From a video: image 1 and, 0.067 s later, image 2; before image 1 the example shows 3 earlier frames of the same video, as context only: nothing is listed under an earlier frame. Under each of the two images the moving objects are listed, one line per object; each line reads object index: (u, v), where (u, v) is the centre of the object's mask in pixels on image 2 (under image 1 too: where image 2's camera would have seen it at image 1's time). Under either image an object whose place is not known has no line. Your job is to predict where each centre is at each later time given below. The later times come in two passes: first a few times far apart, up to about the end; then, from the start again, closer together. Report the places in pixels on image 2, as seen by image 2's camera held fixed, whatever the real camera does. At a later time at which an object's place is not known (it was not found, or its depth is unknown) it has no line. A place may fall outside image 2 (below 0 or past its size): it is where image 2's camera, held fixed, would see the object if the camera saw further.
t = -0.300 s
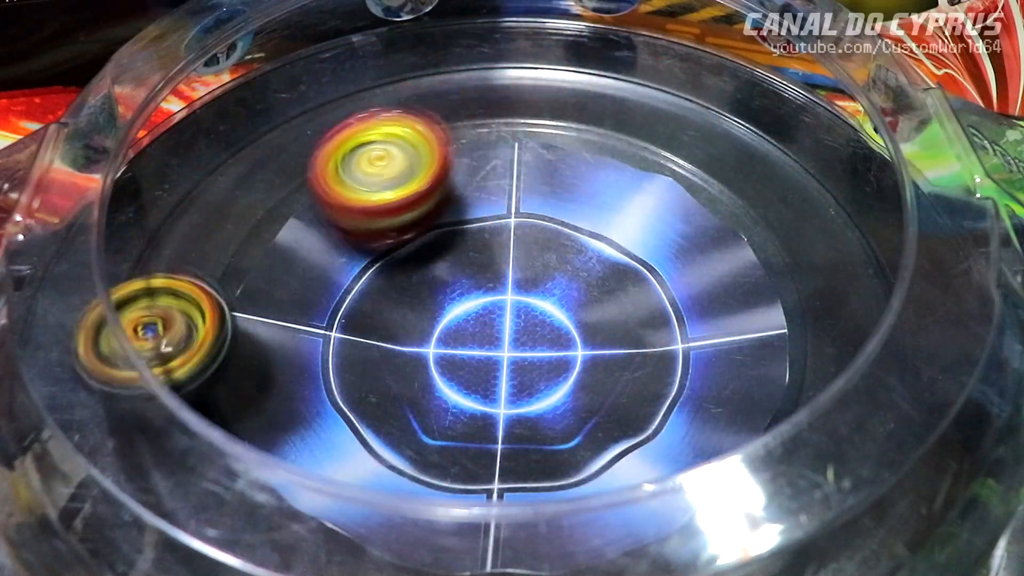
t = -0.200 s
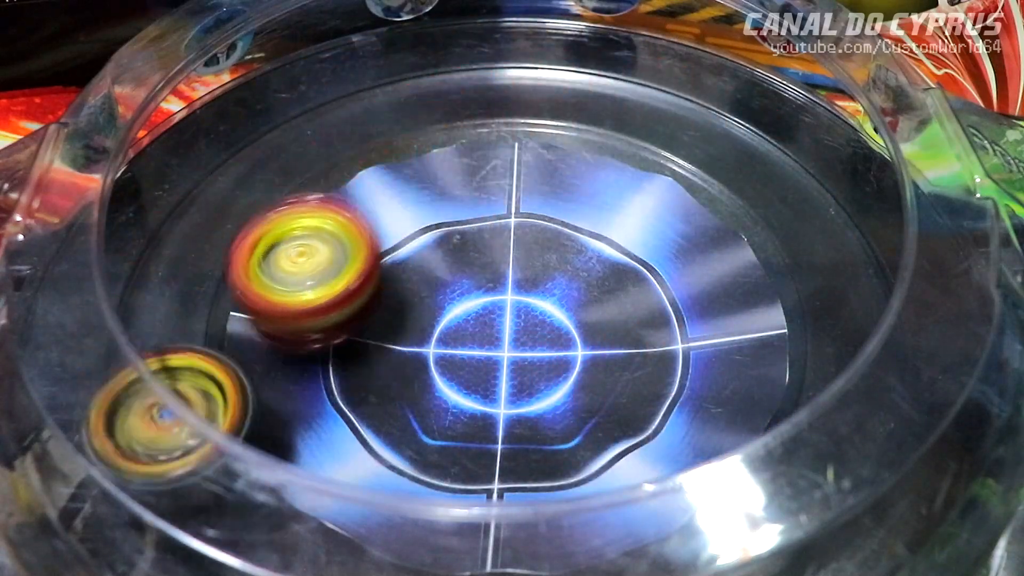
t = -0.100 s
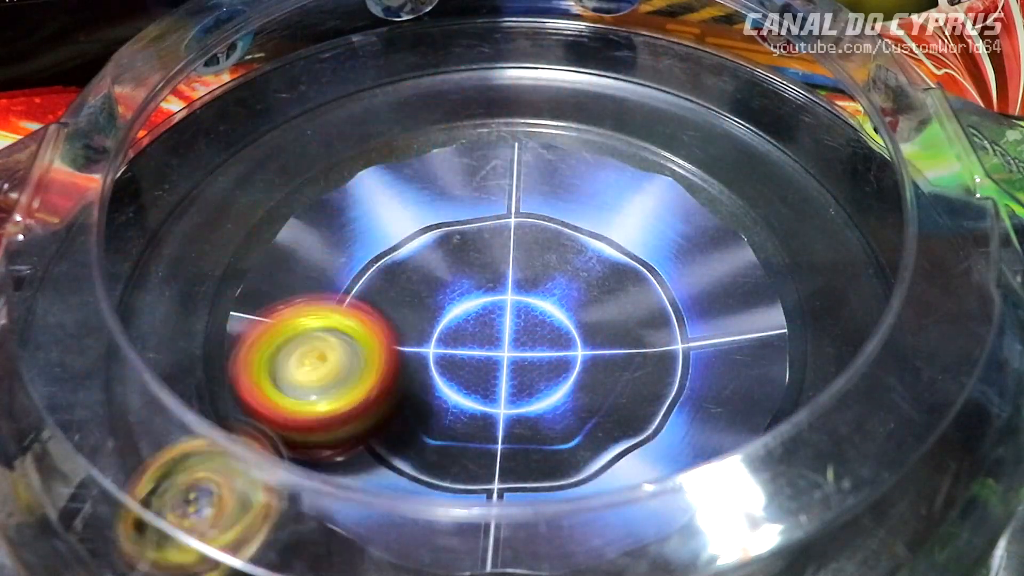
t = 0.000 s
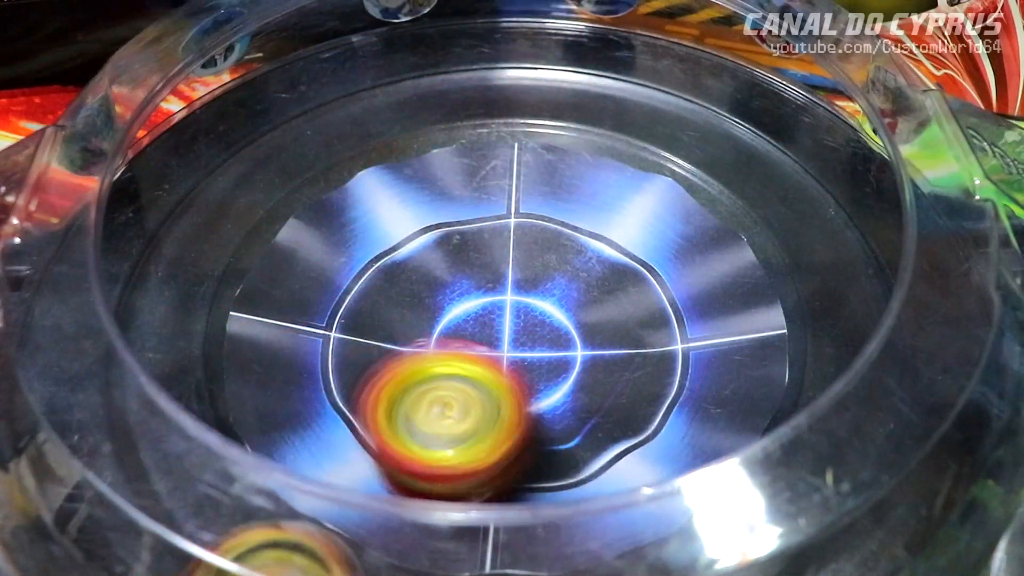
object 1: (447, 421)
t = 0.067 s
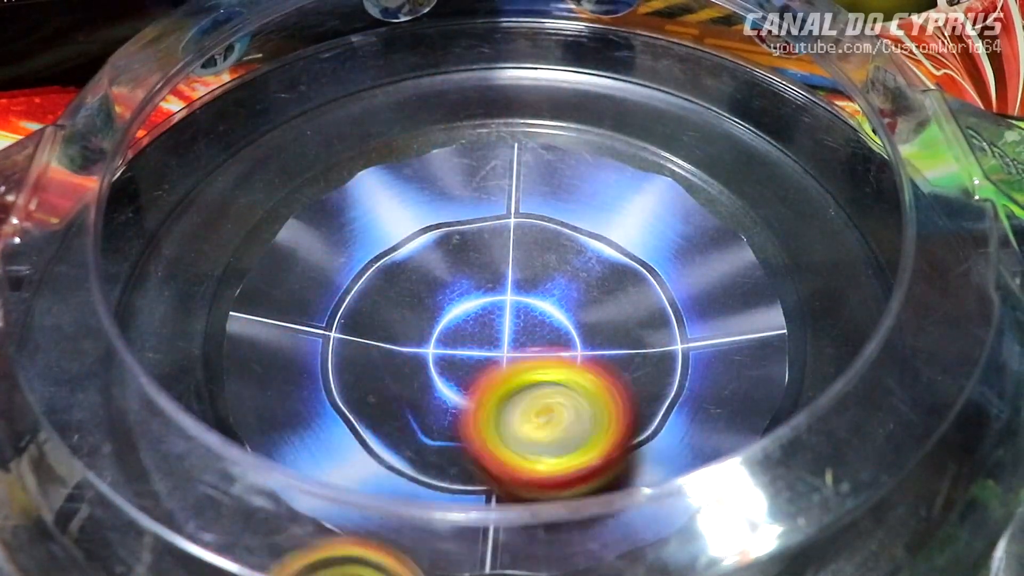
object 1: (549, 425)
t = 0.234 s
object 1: (723, 325)
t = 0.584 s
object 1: (456, 154)
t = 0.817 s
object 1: (275, 319)
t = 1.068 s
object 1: (496, 476)
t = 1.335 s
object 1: (718, 291)
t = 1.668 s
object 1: (405, 153)
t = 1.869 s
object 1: (260, 278)
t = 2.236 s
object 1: (632, 401)
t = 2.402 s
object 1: (689, 251)
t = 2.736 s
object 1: (402, 150)
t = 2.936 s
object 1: (304, 309)
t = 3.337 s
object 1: (704, 325)
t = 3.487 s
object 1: (673, 205)
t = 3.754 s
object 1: (406, 193)
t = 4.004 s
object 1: (365, 395)
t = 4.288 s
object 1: (668, 363)
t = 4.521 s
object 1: (576, 199)
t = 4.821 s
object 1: (336, 292)
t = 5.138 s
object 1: (576, 369)
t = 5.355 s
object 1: (562, 219)
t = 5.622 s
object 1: (456, 315)
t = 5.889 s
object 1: (600, 360)
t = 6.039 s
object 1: (617, 289)
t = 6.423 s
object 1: (411, 322)
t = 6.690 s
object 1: (551, 369)
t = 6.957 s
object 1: (535, 258)
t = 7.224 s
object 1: (411, 348)
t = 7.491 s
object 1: (558, 321)
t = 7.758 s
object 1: (526, 243)
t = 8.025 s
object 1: (455, 280)
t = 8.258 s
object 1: (534, 330)
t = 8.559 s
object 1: (423, 302)
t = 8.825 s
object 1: (539, 313)
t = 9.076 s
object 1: (515, 232)
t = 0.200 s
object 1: (706, 354)
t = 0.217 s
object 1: (717, 339)
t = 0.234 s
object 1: (723, 325)
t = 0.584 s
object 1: (456, 154)
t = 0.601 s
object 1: (436, 158)
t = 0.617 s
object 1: (417, 164)
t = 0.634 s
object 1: (397, 172)
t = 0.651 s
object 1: (378, 182)
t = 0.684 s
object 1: (347, 201)
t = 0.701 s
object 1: (331, 214)
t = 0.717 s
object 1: (316, 228)
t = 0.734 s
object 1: (304, 241)
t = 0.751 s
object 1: (295, 253)
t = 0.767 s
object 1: (286, 268)
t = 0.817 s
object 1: (275, 319)
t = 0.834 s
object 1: (275, 336)
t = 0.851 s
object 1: (278, 351)
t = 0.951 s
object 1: (344, 422)
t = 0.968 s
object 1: (361, 430)
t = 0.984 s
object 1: (376, 456)
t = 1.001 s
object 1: (398, 467)
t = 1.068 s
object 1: (496, 476)
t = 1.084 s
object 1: (522, 482)
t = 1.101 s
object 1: (545, 479)
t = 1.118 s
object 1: (569, 473)
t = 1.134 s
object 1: (591, 463)
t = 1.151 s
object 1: (610, 437)
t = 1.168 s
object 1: (631, 428)
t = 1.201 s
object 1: (667, 411)
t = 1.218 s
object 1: (682, 399)
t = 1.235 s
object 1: (694, 388)
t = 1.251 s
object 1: (706, 374)
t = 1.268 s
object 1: (714, 359)
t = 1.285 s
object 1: (719, 342)
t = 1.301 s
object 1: (720, 325)
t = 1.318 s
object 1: (719, 308)
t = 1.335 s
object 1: (718, 291)
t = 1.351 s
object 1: (714, 274)
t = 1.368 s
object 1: (707, 259)
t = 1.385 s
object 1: (699, 245)
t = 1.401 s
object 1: (688, 232)
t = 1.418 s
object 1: (676, 218)
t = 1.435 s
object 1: (663, 206)
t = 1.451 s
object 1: (647, 195)
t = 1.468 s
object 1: (631, 185)
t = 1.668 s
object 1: (405, 153)
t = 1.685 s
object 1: (385, 158)
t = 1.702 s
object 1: (369, 164)
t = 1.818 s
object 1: (277, 235)
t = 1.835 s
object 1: (269, 249)
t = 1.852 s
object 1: (263, 263)
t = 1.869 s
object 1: (260, 278)
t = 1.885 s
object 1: (258, 292)
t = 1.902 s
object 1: (259, 308)
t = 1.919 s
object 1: (262, 325)
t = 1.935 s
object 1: (267, 342)
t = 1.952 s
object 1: (275, 357)
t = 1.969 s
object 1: (286, 371)
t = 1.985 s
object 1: (299, 382)
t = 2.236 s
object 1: (632, 401)
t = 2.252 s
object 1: (648, 389)
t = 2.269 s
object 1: (661, 374)
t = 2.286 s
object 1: (672, 360)
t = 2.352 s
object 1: (696, 295)
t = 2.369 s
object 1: (695, 280)
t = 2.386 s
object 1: (694, 264)
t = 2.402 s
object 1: (689, 251)
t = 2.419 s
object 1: (684, 236)
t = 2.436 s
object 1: (676, 221)
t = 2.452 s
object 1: (667, 207)
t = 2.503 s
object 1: (632, 174)
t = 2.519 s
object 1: (619, 164)
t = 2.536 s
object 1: (604, 156)
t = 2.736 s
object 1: (402, 150)
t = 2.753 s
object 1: (387, 159)
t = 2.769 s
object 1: (372, 168)
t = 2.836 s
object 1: (325, 215)
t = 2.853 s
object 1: (316, 230)
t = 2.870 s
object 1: (308, 245)
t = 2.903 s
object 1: (302, 276)
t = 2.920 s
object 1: (302, 292)
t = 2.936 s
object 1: (304, 309)
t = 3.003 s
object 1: (340, 370)
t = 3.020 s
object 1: (353, 384)
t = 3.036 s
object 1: (371, 396)
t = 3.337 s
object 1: (704, 325)
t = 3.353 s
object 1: (710, 309)
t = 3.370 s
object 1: (712, 294)
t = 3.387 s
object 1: (712, 279)
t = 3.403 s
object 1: (711, 266)
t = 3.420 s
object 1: (707, 253)
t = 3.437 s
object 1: (702, 239)
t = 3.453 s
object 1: (693, 227)
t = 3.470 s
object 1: (684, 215)
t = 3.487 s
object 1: (673, 205)
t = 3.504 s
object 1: (660, 195)
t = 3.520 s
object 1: (647, 187)
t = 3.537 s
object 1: (632, 178)
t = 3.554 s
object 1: (616, 172)
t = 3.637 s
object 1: (528, 157)
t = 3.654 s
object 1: (510, 159)
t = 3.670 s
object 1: (490, 162)
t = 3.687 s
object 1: (472, 166)
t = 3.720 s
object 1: (440, 176)
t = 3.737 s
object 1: (424, 184)
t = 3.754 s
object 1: (406, 193)
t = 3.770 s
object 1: (391, 203)
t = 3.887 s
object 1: (325, 294)
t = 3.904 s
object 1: (324, 310)
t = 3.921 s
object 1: (326, 326)
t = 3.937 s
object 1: (330, 340)
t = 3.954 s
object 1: (335, 354)
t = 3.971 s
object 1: (344, 368)
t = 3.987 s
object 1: (352, 381)
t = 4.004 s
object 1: (365, 395)
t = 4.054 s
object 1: (416, 422)
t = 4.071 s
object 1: (435, 427)
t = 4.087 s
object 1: (455, 430)
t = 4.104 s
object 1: (476, 433)
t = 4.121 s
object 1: (501, 434)
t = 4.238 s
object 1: (636, 400)
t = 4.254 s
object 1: (651, 388)
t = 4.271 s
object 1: (660, 377)
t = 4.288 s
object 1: (668, 363)
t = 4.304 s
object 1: (676, 346)
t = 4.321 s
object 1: (679, 332)
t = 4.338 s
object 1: (681, 319)
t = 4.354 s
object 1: (680, 303)
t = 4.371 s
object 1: (679, 288)
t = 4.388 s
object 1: (674, 275)
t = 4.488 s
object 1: (607, 211)
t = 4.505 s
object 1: (592, 204)
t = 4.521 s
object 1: (576, 199)
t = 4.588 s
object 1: (508, 186)
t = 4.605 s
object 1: (492, 187)
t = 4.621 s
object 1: (474, 188)
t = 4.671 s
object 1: (426, 201)
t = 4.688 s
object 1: (410, 206)
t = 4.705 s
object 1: (396, 214)
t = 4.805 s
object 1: (339, 279)
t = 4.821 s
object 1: (336, 292)
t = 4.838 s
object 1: (336, 305)
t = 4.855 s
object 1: (338, 318)
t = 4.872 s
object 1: (342, 331)
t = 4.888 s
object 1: (349, 342)
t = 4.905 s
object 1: (358, 354)
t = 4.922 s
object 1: (368, 365)
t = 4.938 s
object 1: (381, 376)
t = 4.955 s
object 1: (397, 385)
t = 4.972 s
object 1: (414, 390)
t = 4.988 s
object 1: (428, 397)
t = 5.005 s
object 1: (446, 401)
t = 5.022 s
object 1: (466, 403)
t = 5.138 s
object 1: (576, 369)
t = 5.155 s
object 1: (587, 358)
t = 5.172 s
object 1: (595, 346)
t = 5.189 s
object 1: (600, 335)
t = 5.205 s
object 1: (604, 323)
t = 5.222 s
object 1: (608, 311)
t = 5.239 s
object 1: (608, 298)
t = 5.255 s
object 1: (607, 284)
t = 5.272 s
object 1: (605, 270)
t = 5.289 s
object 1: (599, 259)
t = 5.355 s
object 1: (562, 219)
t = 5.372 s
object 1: (552, 215)
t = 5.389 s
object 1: (546, 218)
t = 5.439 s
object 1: (523, 233)
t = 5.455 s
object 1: (513, 238)
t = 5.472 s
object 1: (503, 245)
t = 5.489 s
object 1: (494, 252)
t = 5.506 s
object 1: (485, 261)
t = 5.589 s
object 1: (458, 302)
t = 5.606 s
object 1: (456, 310)
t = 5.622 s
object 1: (456, 315)
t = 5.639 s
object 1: (456, 323)
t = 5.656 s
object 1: (458, 331)
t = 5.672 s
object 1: (462, 338)
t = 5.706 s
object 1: (472, 351)
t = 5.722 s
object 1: (480, 358)
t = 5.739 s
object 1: (489, 362)
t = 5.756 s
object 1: (499, 367)
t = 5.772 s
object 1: (510, 372)
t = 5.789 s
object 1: (522, 373)
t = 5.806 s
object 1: (535, 374)
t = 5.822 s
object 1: (548, 375)
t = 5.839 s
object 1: (561, 373)
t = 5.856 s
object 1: (576, 370)
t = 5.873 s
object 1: (589, 365)
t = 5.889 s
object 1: (600, 360)
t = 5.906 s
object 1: (609, 353)
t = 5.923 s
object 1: (617, 345)
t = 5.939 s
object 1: (622, 337)
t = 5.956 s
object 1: (627, 329)
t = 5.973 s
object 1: (629, 320)
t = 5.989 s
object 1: (629, 311)
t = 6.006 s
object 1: (626, 303)
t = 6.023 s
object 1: (623, 296)
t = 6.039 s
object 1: (617, 289)
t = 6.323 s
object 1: (451, 276)
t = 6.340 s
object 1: (440, 282)
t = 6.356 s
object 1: (433, 289)
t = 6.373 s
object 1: (427, 295)
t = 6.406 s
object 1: (415, 314)
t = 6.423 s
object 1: (411, 322)
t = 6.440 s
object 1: (410, 332)
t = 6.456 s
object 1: (410, 342)
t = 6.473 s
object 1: (413, 352)
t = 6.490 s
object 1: (418, 360)
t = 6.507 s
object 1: (425, 369)
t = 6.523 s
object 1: (434, 376)
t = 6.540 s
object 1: (445, 381)
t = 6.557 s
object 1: (455, 385)
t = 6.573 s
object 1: (467, 389)
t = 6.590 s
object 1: (481, 389)
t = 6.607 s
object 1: (493, 389)
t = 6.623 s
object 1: (505, 388)
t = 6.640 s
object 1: (518, 385)
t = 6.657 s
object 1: (531, 381)
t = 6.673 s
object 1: (541, 377)
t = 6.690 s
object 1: (551, 369)
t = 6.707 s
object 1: (560, 361)
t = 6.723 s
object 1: (566, 353)
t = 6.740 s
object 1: (571, 344)
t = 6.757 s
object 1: (576, 335)
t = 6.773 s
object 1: (579, 327)
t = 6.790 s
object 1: (580, 319)
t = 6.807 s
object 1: (579, 311)
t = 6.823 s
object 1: (577, 302)
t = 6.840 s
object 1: (574, 295)
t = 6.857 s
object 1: (572, 288)
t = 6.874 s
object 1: (568, 282)
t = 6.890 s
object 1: (563, 275)
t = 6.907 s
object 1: (559, 270)
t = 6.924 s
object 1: (553, 266)
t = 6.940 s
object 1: (544, 262)
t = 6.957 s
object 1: (535, 258)
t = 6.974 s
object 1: (522, 264)
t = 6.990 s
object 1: (506, 271)
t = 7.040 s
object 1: (459, 289)
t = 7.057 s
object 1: (446, 294)
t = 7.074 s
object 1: (435, 300)
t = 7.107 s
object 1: (417, 311)
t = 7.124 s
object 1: (410, 317)
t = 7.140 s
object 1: (406, 322)
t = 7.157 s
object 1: (404, 327)
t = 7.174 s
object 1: (403, 333)
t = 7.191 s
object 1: (405, 338)
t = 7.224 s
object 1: (411, 348)
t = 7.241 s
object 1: (416, 352)
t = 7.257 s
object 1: (423, 356)
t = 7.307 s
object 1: (450, 366)
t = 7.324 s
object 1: (461, 368)
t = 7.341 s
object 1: (474, 368)
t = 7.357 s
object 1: (486, 368)
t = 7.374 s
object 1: (498, 365)
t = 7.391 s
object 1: (511, 361)
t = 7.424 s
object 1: (531, 351)
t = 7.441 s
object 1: (541, 344)
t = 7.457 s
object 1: (547, 337)
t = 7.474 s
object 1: (554, 329)
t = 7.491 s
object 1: (558, 321)
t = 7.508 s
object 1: (561, 313)
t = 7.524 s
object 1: (563, 305)
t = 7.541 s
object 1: (563, 298)
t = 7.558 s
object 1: (563, 291)
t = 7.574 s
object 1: (563, 284)
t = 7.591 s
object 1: (560, 277)
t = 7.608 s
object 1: (558, 271)
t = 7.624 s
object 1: (553, 266)
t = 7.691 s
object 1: (538, 250)
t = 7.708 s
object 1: (537, 248)
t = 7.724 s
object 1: (533, 247)
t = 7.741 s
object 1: (530, 245)
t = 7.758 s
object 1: (526, 243)
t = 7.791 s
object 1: (517, 240)
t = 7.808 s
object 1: (513, 238)
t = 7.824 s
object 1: (507, 235)
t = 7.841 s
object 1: (502, 234)
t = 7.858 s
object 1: (495, 233)
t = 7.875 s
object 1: (490, 233)
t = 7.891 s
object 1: (483, 234)
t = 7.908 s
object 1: (476, 236)
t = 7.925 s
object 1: (470, 239)
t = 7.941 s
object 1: (464, 243)
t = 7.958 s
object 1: (460, 249)
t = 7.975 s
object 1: (456, 256)
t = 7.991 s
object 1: (454, 264)
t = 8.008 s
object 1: (453, 271)
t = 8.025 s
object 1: (455, 280)
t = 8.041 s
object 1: (457, 288)
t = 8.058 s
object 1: (461, 294)
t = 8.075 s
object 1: (465, 302)
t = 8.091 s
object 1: (472, 307)
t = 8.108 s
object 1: (478, 314)
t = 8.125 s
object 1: (486, 321)
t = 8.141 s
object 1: (495, 325)
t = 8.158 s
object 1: (503, 331)
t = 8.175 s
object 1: (511, 333)
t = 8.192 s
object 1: (520, 335)
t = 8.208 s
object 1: (526, 336)
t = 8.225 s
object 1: (535, 337)
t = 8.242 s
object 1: (540, 336)
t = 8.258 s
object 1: (534, 330)
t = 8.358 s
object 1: (486, 289)
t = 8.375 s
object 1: (480, 286)
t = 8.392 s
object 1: (474, 283)
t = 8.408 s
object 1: (467, 281)
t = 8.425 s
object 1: (461, 280)
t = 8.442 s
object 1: (454, 280)
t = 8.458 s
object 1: (449, 281)
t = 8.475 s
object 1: (443, 282)
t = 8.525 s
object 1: (428, 292)
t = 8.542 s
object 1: (425, 296)
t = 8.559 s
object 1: (423, 302)
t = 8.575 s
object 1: (423, 308)
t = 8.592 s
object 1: (424, 314)
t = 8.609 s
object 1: (426, 319)
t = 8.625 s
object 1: (431, 324)
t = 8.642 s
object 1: (436, 329)
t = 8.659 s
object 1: (445, 333)
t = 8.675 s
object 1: (453, 337)
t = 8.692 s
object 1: (464, 339)
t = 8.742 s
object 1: (498, 338)
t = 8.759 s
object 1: (508, 335)
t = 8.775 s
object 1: (517, 330)
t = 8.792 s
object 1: (525, 325)
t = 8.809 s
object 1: (534, 318)
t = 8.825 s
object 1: (539, 313)
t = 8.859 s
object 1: (547, 300)
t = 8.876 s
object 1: (550, 293)
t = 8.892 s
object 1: (552, 287)
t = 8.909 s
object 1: (553, 280)
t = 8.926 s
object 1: (553, 274)
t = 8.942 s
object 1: (553, 268)
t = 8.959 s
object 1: (550, 261)
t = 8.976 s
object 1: (546, 255)
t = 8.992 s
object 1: (543, 250)
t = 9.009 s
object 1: (538, 245)
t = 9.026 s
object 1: (533, 241)
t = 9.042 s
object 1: (527, 238)
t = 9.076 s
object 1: (515, 232)
